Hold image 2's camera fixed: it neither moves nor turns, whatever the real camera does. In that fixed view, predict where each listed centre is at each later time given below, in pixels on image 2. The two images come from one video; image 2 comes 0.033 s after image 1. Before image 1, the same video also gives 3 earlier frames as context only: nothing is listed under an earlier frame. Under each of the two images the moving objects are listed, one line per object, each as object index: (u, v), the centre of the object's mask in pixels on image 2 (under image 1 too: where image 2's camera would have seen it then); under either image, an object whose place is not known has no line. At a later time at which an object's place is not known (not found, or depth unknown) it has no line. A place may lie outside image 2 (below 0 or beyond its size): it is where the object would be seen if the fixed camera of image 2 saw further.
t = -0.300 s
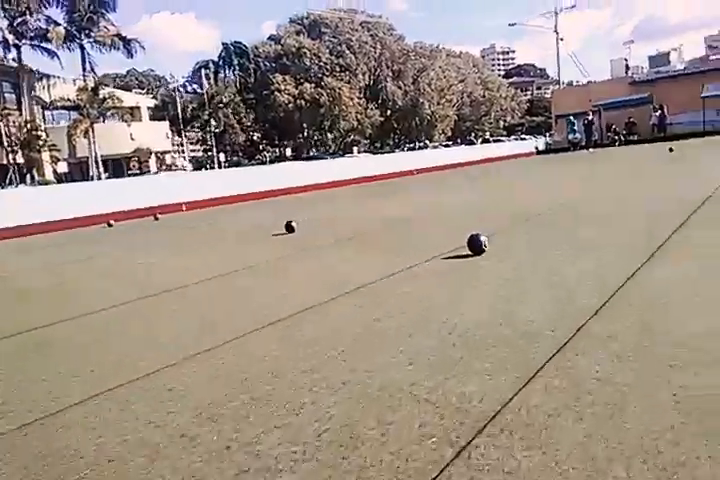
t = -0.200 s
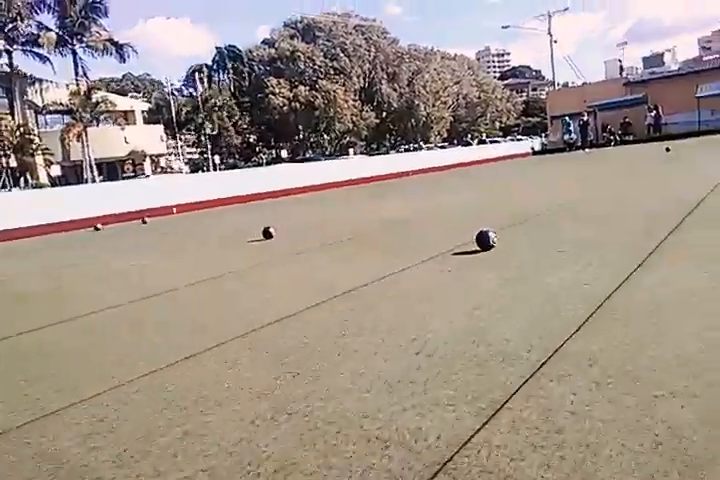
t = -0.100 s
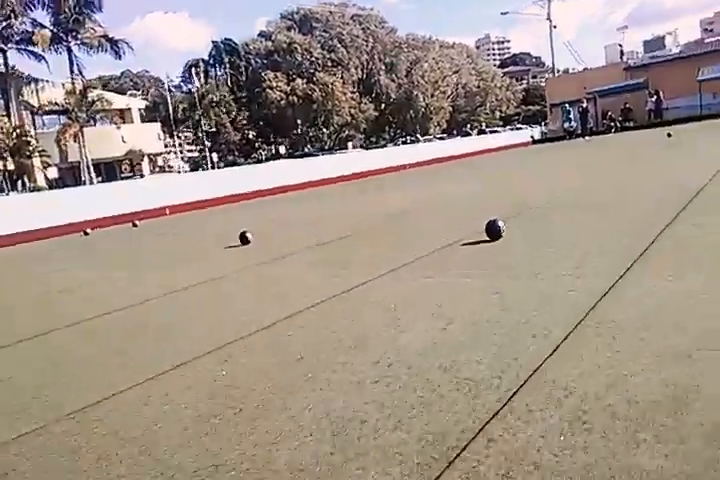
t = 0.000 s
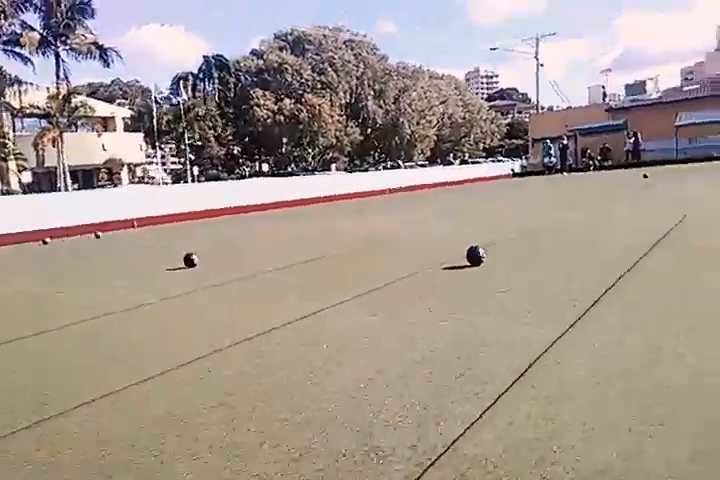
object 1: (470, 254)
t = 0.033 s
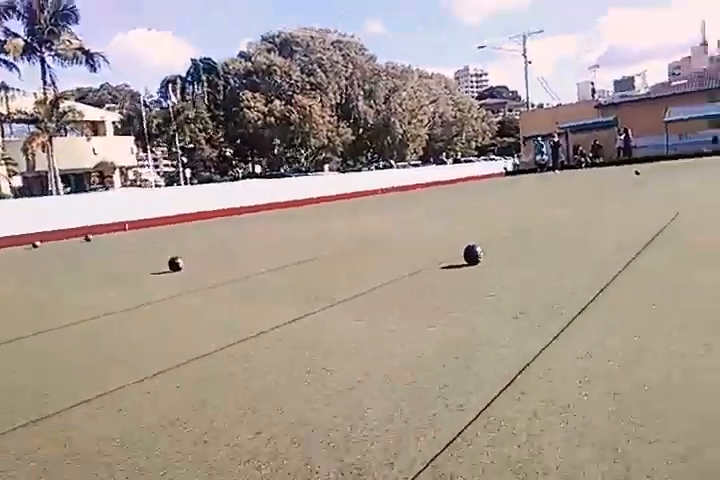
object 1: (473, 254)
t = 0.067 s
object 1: (474, 254)
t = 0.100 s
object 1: (477, 252)
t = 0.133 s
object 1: (481, 251)
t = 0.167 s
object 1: (483, 250)
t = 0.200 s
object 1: (487, 247)
